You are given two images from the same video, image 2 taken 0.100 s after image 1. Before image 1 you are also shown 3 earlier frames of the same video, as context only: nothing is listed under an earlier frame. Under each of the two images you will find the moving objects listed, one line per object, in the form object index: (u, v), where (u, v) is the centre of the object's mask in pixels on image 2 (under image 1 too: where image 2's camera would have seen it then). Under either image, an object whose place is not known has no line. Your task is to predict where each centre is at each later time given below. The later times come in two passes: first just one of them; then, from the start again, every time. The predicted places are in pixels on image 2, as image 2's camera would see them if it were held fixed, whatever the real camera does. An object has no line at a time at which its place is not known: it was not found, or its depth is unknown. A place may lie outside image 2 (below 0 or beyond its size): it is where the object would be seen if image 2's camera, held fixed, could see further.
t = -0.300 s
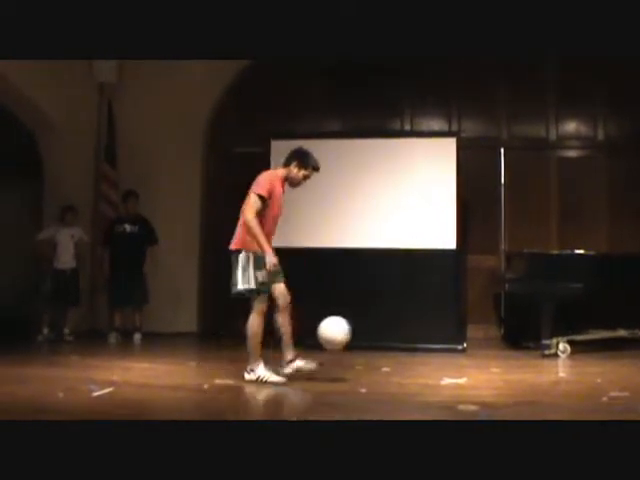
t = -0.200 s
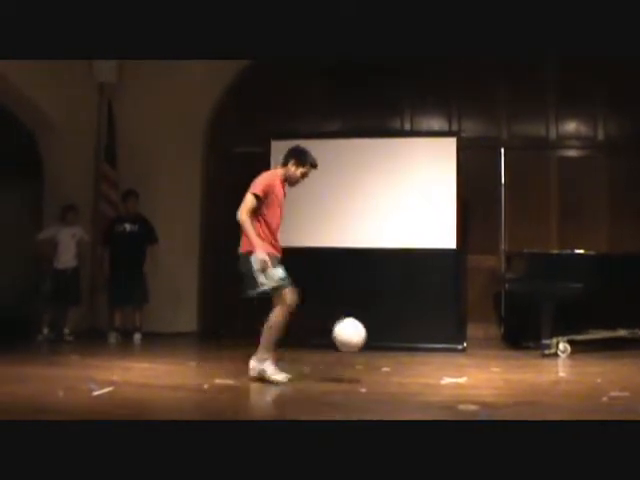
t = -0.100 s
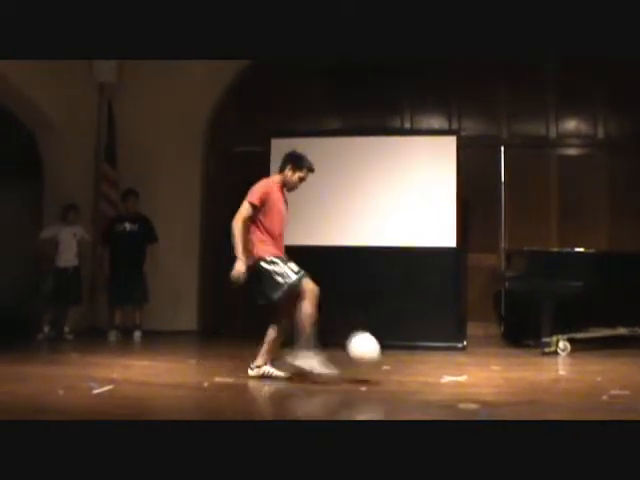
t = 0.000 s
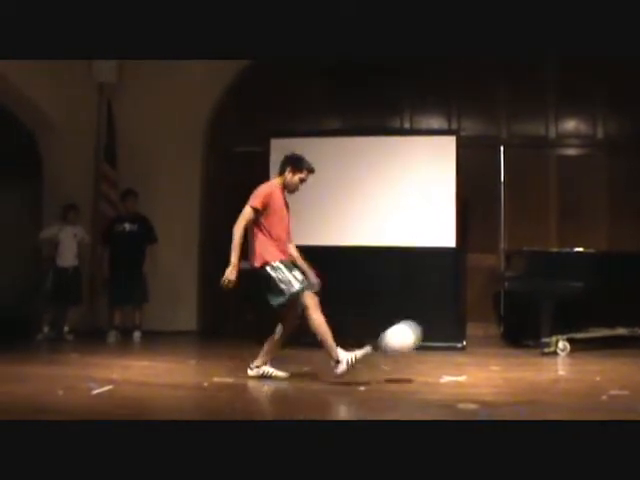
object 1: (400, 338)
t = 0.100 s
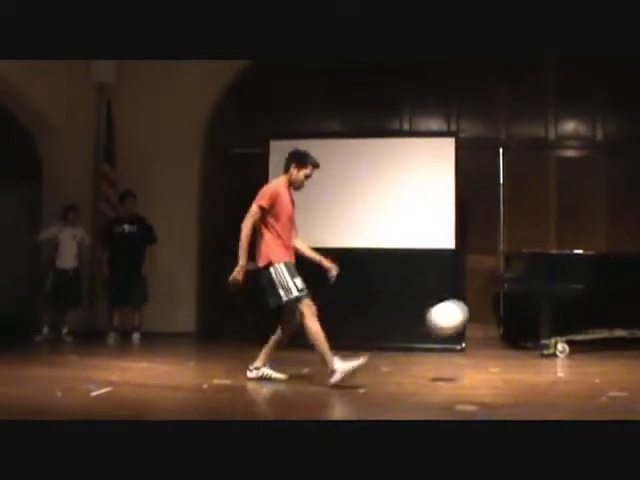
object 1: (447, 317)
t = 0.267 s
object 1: (521, 310)
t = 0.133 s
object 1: (462, 313)
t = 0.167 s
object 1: (478, 310)
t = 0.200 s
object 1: (493, 308)
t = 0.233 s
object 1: (507, 309)
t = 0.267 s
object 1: (521, 310)
